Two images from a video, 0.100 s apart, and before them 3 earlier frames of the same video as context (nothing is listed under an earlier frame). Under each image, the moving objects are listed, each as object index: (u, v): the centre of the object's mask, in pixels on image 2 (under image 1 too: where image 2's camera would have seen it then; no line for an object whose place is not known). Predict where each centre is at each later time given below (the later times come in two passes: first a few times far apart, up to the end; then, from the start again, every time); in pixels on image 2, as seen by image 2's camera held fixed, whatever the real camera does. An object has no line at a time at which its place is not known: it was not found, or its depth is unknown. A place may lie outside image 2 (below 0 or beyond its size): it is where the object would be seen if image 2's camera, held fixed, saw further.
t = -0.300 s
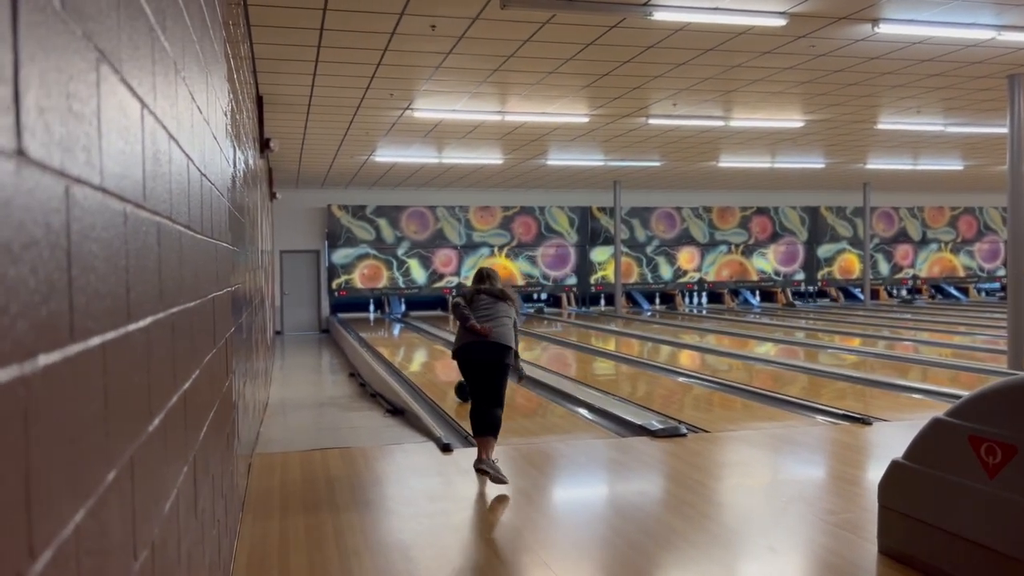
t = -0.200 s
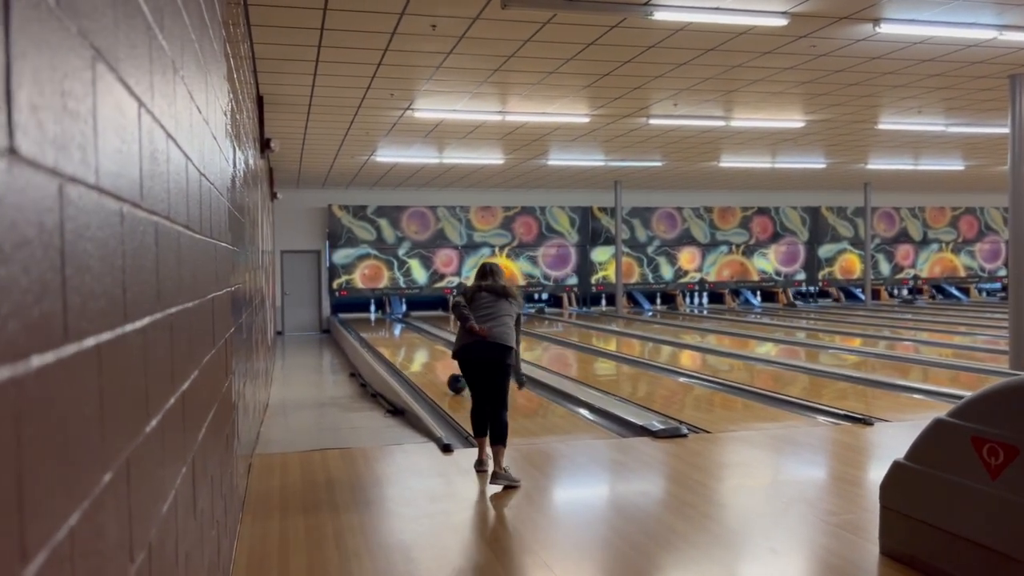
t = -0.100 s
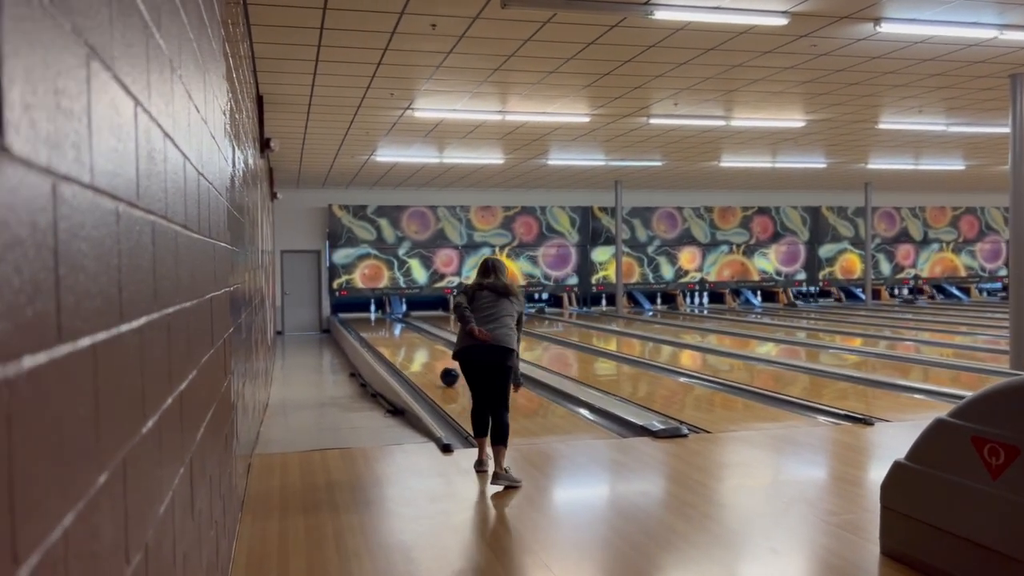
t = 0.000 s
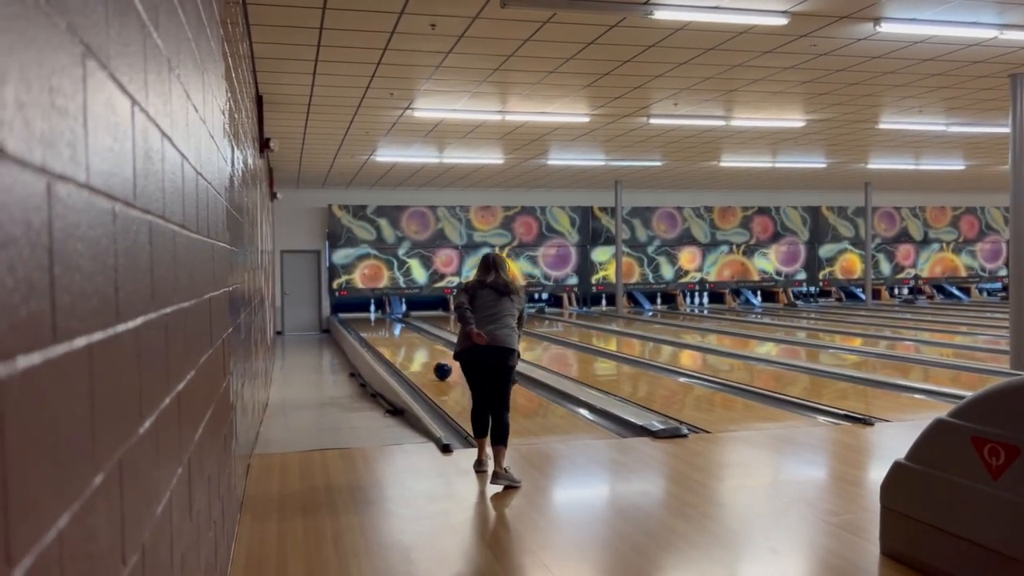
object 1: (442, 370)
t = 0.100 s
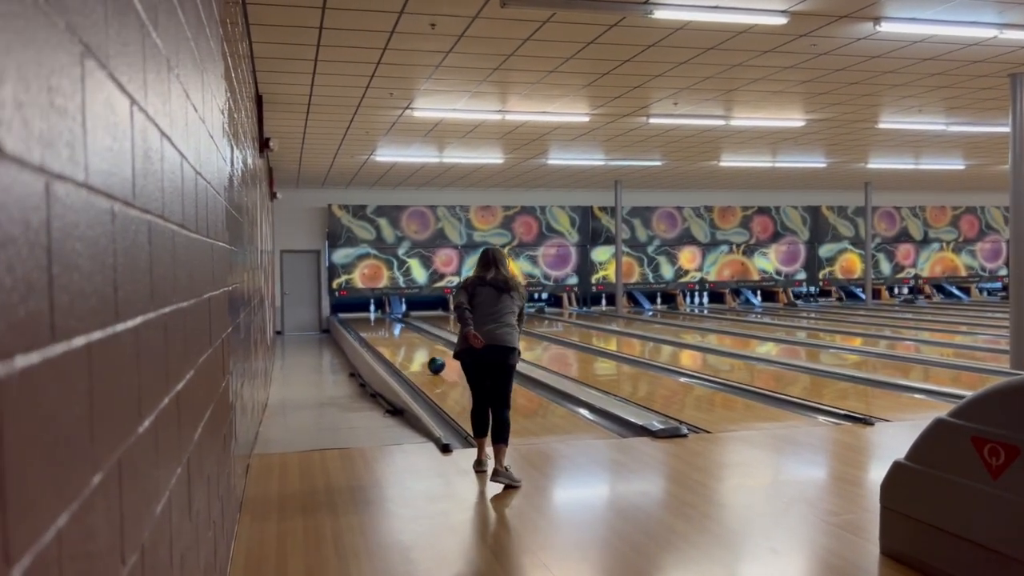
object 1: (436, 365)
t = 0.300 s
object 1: (426, 356)
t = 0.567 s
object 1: (414, 346)
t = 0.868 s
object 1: (404, 338)
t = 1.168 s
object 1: (397, 331)
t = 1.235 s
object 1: (396, 329)
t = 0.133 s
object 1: (434, 363)
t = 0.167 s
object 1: (432, 362)
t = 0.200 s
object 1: (430, 360)
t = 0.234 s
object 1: (429, 359)
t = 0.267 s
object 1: (427, 357)
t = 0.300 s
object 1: (426, 356)
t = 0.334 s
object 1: (424, 354)
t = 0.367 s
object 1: (422, 353)
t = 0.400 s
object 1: (421, 352)
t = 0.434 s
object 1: (419, 351)
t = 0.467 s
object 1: (418, 350)
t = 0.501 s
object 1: (417, 349)
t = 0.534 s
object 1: (415, 347)
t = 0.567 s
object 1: (414, 346)
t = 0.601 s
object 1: (413, 346)
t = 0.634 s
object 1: (412, 344)
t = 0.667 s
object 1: (411, 343)
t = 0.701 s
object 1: (410, 342)
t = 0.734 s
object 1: (409, 342)
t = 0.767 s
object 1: (408, 341)
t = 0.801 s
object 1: (406, 340)
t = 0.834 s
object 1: (405, 339)
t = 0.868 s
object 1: (404, 338)
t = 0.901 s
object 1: (404, 337)
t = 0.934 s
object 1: (403, 337)
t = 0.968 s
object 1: (401, 336)
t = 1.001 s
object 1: (400, 335)
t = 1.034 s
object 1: (400, 334)
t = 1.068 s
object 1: (399, 334)
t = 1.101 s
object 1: (398, 333)
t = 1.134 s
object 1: (397, 332)
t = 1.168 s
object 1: (397, 331)
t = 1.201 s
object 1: (396, 331)
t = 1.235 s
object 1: (396, 329)
